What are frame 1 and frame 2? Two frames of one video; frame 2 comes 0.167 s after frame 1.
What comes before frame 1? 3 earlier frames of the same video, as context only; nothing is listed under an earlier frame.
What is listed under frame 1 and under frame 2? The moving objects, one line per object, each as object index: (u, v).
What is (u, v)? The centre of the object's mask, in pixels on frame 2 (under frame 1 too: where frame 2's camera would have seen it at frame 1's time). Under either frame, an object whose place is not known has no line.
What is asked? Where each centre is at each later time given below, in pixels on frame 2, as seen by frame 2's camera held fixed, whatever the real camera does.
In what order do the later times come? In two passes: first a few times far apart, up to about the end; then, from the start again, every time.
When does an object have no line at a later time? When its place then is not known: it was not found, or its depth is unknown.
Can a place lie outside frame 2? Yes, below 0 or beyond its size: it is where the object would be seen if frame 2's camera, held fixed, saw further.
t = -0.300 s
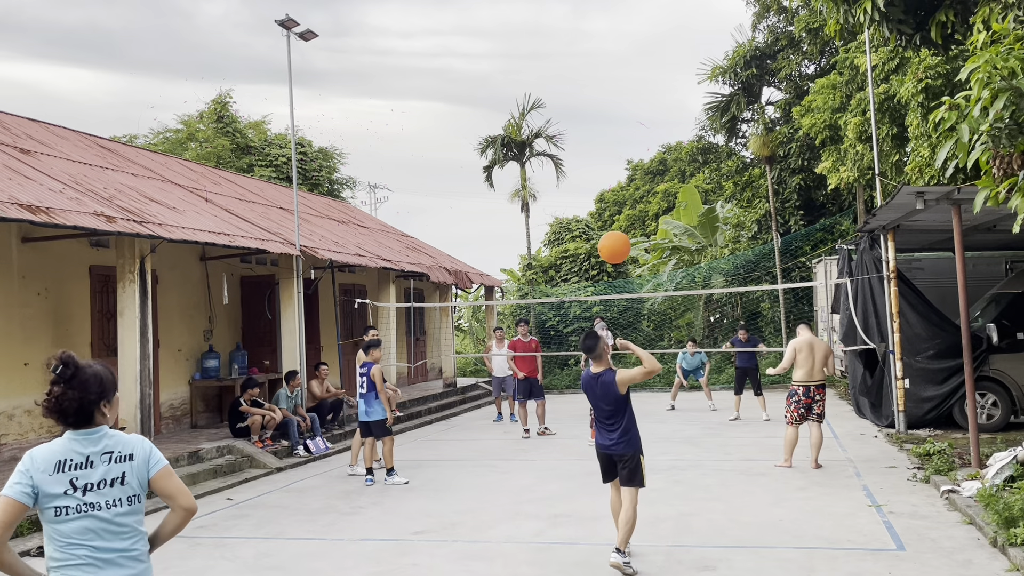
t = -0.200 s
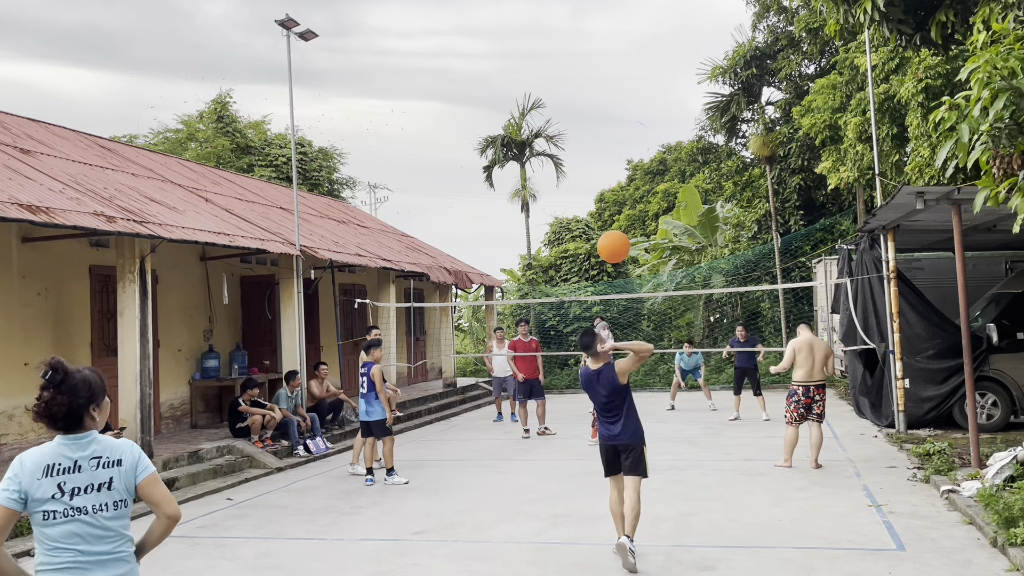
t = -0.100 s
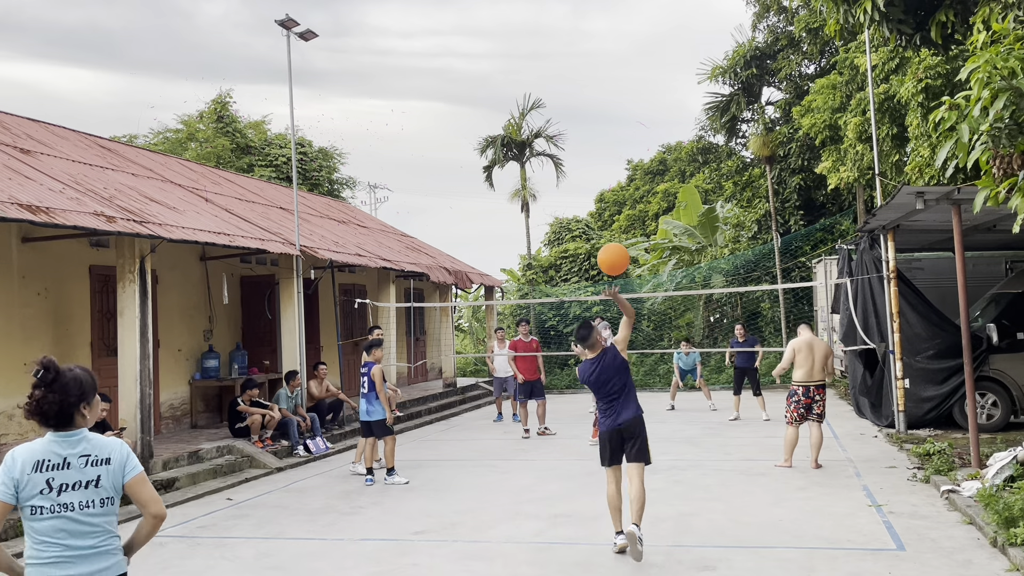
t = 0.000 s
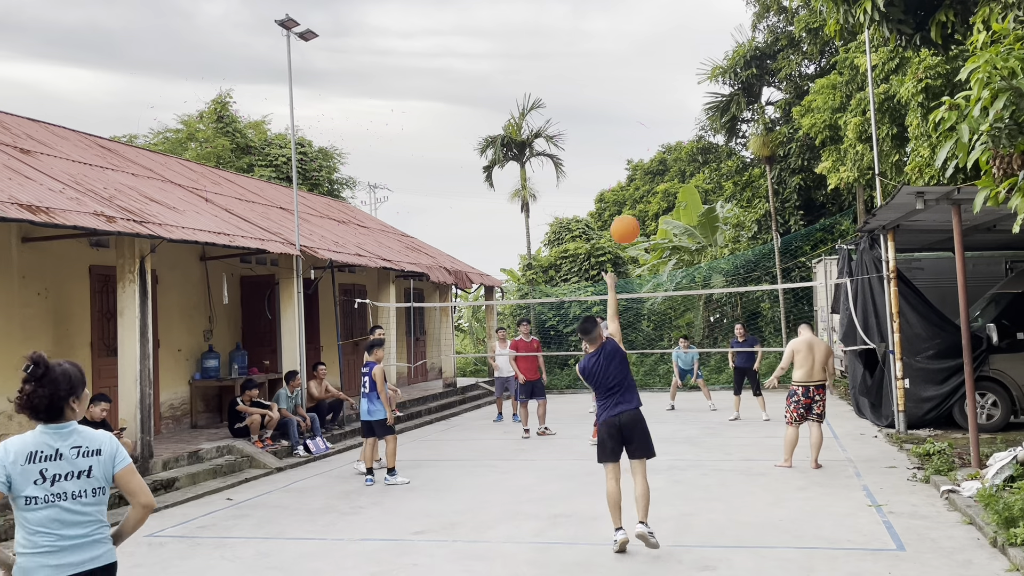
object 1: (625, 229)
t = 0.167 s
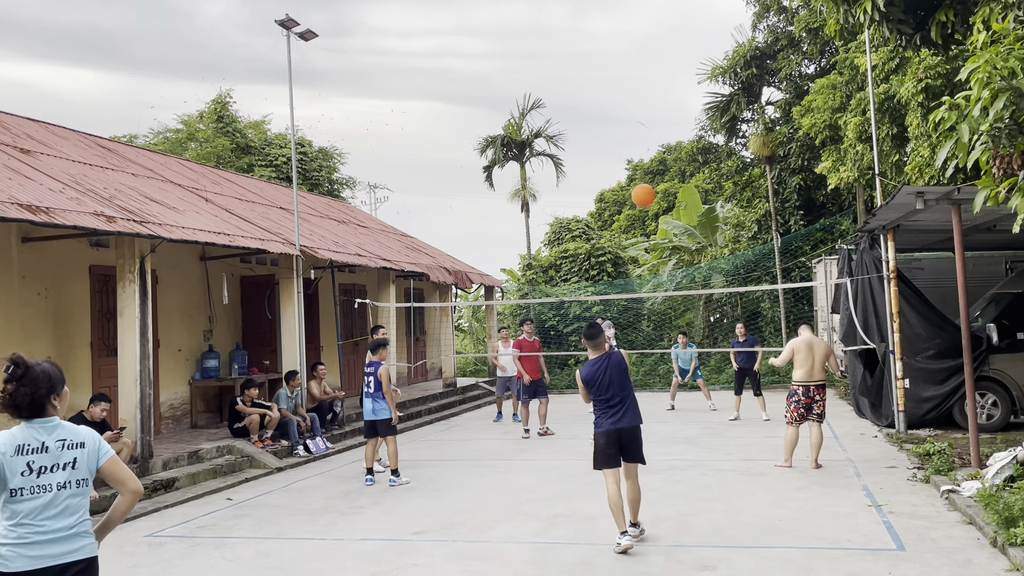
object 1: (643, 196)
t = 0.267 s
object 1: (650, 195)
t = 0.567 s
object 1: (658, 230)
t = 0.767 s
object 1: (663, 274)
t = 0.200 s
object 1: (645, 194)
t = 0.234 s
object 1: (647, 194)
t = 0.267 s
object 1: (650, 195)
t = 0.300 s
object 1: (651, 196)
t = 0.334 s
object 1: (652, 198)
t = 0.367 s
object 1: (653, 202)
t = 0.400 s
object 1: (654, 205)
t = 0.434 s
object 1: (655, 209)
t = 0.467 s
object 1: (655, 214)
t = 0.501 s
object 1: (656, 219)
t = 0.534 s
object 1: (657, 224)
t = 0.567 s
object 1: (658, 230)
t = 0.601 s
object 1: (659, 237)
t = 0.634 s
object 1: (659, 244)
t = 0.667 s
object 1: (660, 251)
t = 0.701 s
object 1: (661, 258)
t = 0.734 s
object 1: (662, 266)
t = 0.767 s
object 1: (663, 274)
